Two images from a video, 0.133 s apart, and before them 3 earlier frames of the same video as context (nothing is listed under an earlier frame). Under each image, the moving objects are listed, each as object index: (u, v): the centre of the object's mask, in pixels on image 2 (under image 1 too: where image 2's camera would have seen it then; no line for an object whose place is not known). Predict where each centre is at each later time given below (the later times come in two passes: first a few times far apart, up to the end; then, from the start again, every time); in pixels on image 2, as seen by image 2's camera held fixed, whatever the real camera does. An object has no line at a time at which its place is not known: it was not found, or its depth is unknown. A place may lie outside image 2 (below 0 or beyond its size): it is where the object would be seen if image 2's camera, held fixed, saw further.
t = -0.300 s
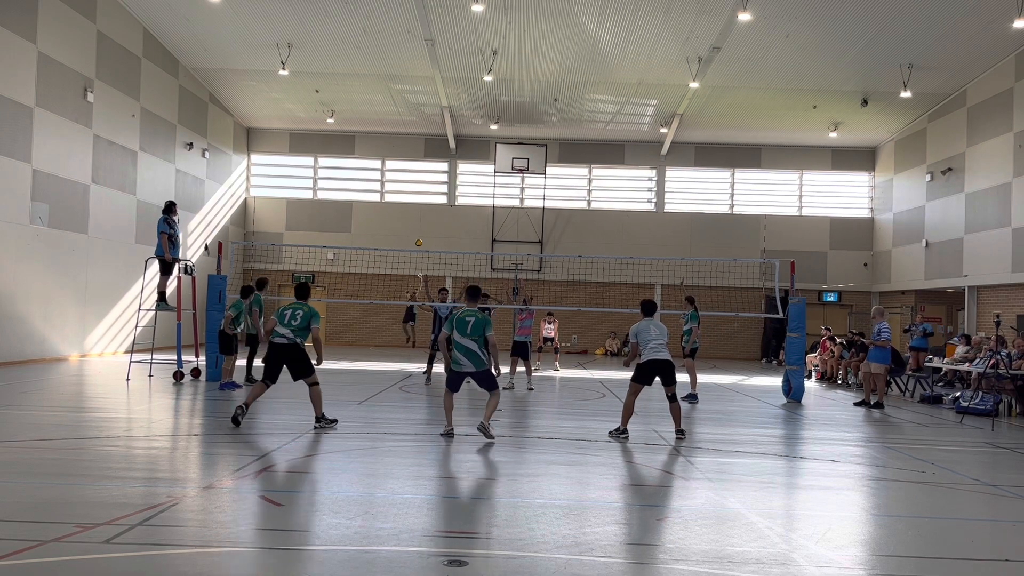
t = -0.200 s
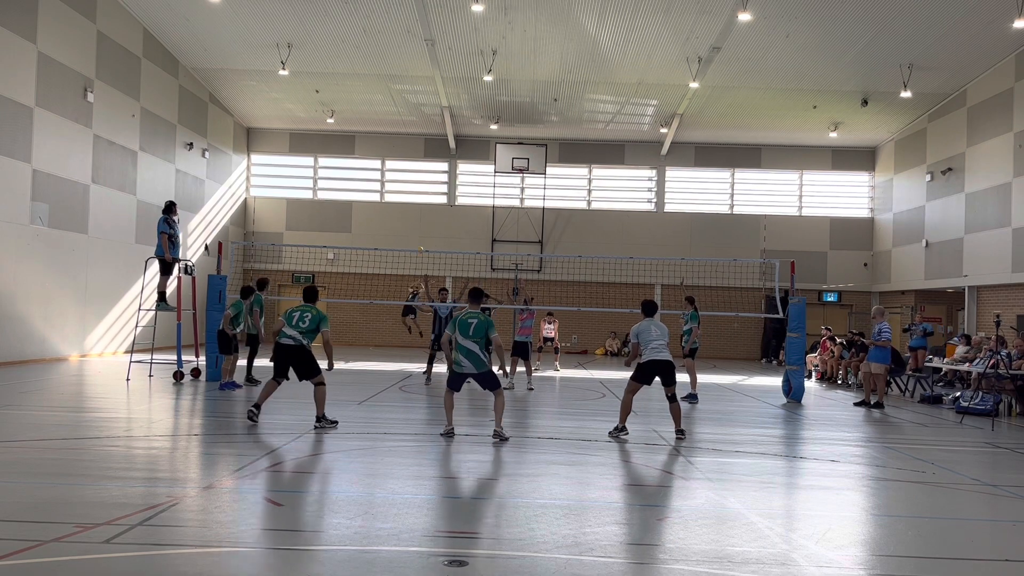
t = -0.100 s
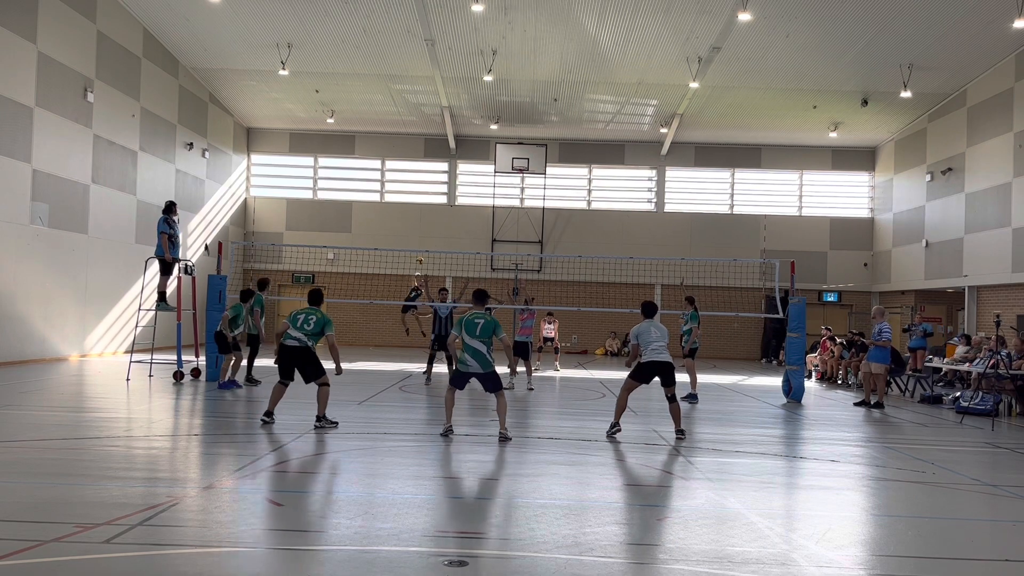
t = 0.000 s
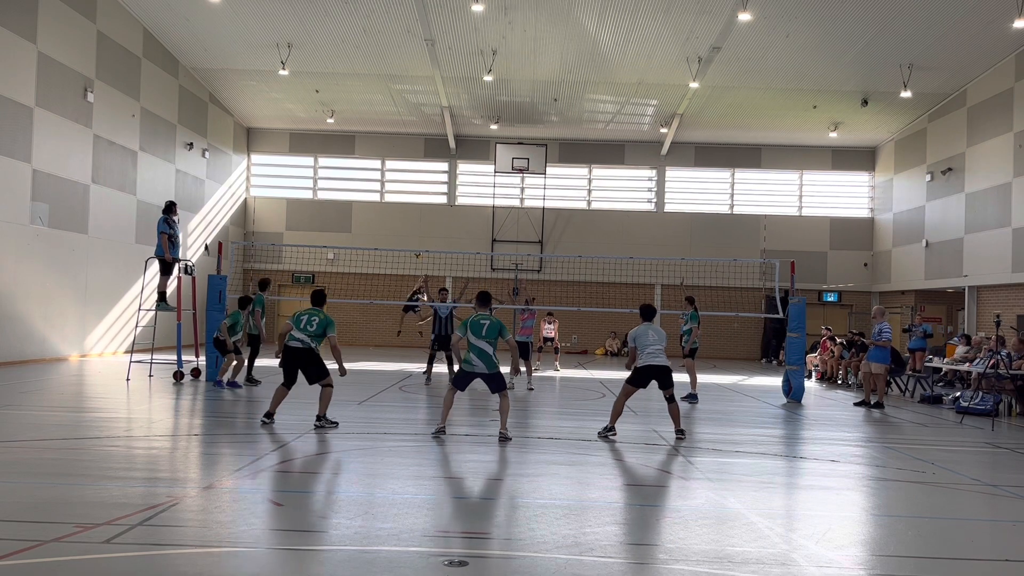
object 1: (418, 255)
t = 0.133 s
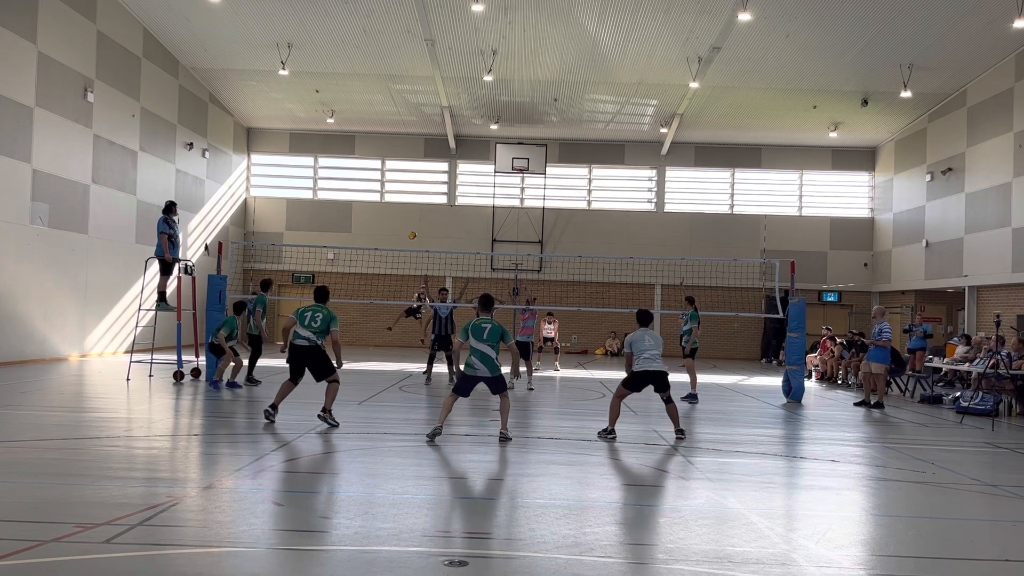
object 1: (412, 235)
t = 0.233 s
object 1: (408, 222)
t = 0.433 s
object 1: (391, 200)
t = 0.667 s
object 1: (357, 201)
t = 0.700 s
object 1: (350, 205)
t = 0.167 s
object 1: (411, 231)
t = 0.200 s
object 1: (409, 226)
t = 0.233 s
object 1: (408, 222)
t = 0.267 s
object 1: (406, 218)
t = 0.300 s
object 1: (404, 213)
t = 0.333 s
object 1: (401, 209)
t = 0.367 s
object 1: (398, 206)
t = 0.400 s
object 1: (395, 203)
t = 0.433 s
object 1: (391, 200)
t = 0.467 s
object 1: (387, 198)
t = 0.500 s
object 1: (383, 196)
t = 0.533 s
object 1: (379, 196)
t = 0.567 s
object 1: (374, 195)
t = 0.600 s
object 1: (369, 196)
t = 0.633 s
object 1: (363, 198)
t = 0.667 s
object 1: (357, 201)
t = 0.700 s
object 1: (350, 205)
